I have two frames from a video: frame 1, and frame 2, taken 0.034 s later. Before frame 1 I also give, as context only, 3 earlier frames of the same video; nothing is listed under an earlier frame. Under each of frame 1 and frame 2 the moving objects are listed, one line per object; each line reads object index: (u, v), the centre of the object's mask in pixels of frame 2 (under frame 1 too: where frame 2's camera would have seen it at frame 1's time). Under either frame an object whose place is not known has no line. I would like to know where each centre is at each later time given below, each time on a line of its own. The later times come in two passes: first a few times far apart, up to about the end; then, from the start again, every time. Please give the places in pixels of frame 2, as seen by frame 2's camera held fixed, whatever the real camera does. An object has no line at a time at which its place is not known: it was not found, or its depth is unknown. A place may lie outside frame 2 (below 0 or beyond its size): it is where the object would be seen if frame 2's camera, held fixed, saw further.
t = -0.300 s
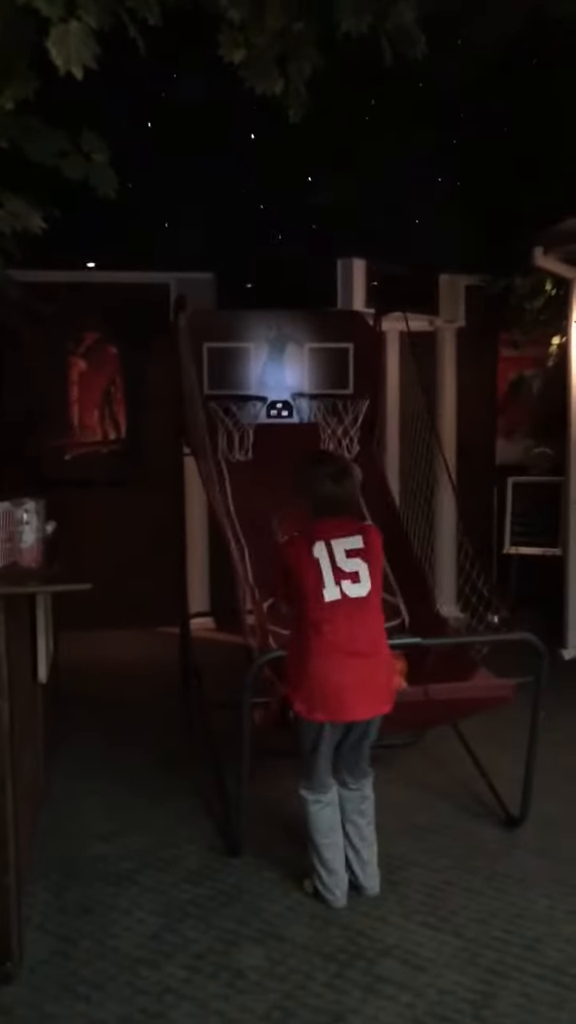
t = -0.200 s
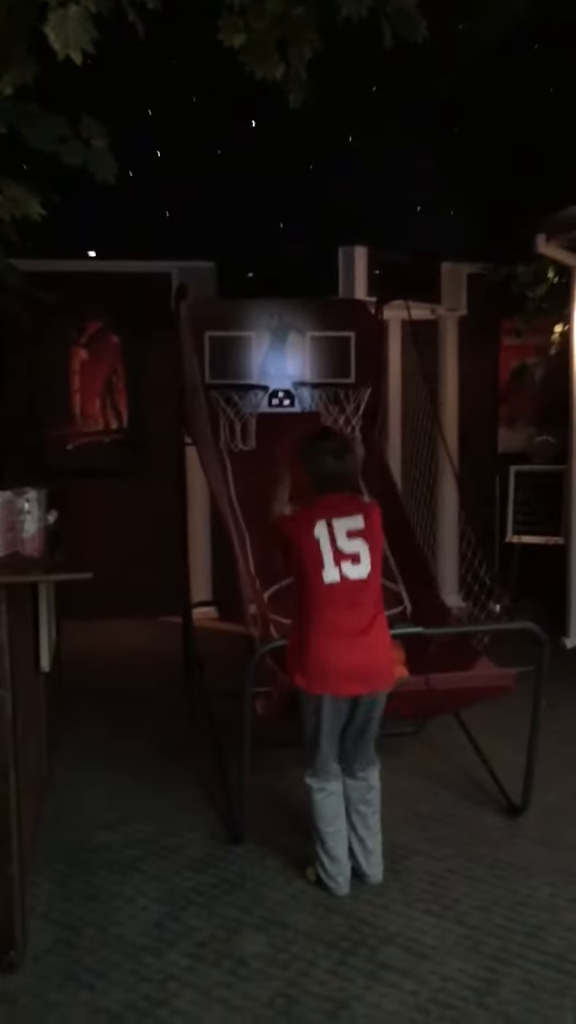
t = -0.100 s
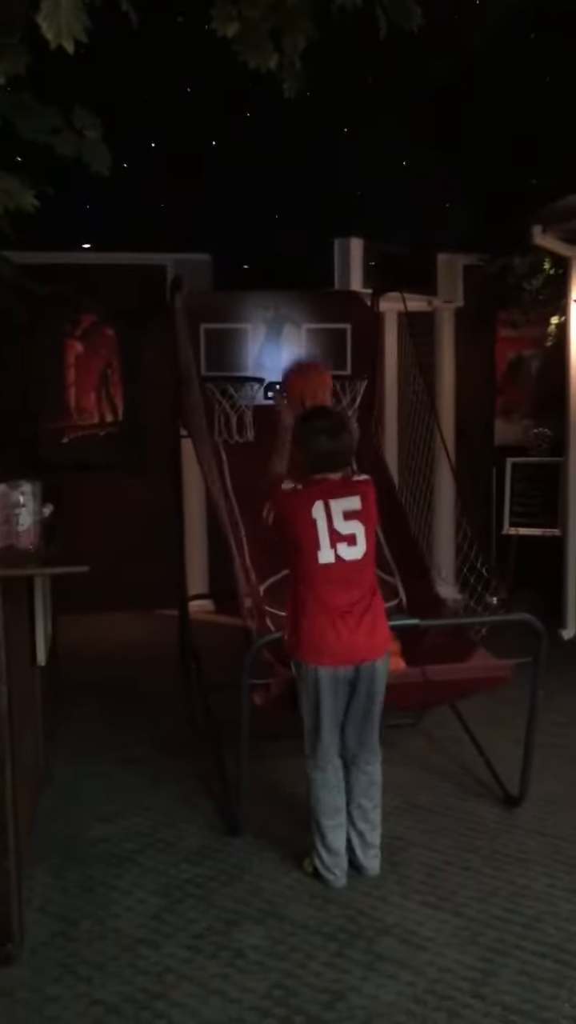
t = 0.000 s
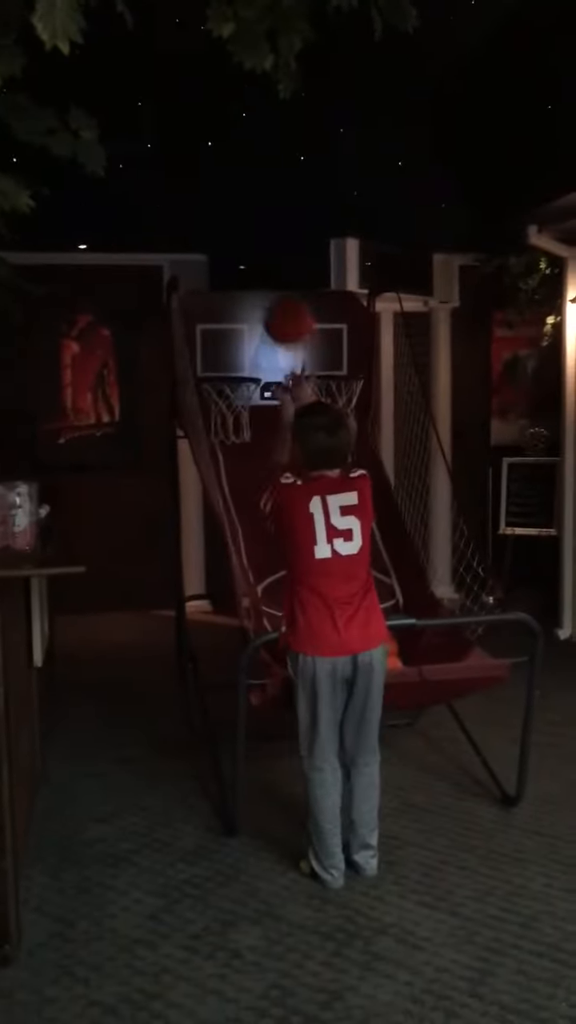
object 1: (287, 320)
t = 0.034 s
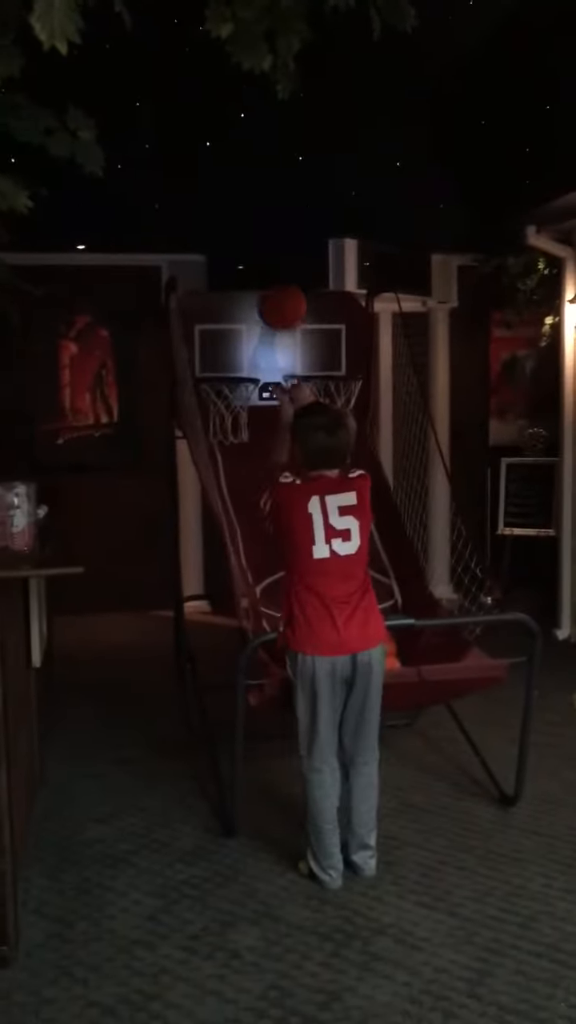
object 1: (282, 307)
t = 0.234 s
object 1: (259, 284)
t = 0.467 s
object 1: (239, 367)
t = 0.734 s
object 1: (267, 328)
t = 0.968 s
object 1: (297, 416)
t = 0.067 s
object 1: (278, 295)
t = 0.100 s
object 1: (274, 287)
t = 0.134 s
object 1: (269, 282)
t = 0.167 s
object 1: (266, 280)
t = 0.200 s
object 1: (263, 281)
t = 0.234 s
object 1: (259, 284)
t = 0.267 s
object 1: (256, 290)
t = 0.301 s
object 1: (253, 298)
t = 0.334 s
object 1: (251, 307)
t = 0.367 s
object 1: (246, 323)
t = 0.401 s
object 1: (243, 337)
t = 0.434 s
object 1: (240, 355)
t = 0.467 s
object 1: (239, 367)
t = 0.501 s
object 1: (241, 358)
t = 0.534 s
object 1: (245, 346)
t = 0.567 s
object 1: (248, 338)
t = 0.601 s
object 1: (252, 331)
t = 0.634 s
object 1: (256, 326)
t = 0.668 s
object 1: (259, 324)
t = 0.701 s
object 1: (263, 325)
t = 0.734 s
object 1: (267, 328)
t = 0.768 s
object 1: (271, 333)
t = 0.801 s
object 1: (274, 341)
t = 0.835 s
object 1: (278, 351)
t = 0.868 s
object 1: (283, 362)
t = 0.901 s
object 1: (287, 379)
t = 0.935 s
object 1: (292, 398)
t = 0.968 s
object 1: (297, 416)
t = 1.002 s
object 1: (298, 436)
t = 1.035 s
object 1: (301, 453)
